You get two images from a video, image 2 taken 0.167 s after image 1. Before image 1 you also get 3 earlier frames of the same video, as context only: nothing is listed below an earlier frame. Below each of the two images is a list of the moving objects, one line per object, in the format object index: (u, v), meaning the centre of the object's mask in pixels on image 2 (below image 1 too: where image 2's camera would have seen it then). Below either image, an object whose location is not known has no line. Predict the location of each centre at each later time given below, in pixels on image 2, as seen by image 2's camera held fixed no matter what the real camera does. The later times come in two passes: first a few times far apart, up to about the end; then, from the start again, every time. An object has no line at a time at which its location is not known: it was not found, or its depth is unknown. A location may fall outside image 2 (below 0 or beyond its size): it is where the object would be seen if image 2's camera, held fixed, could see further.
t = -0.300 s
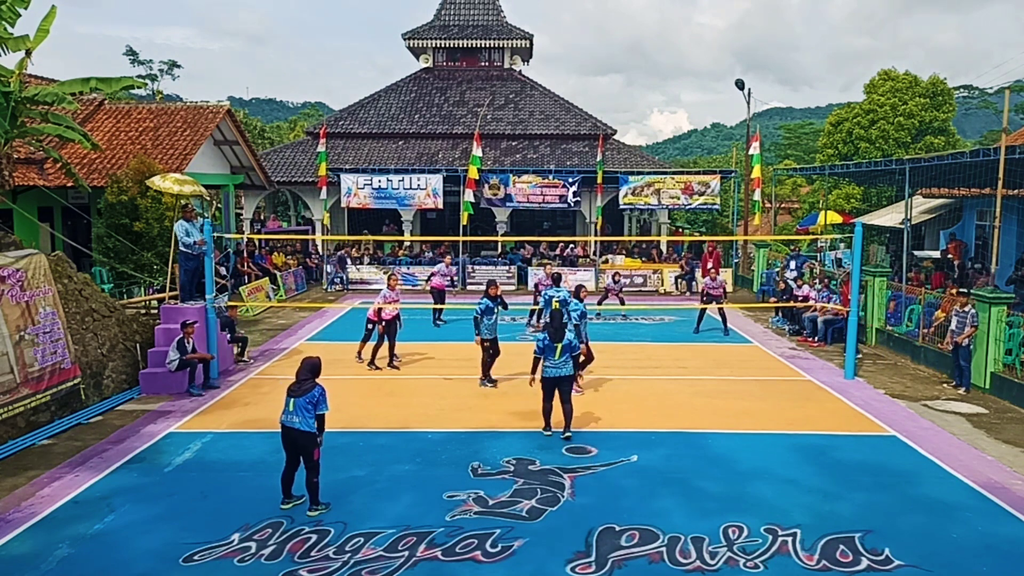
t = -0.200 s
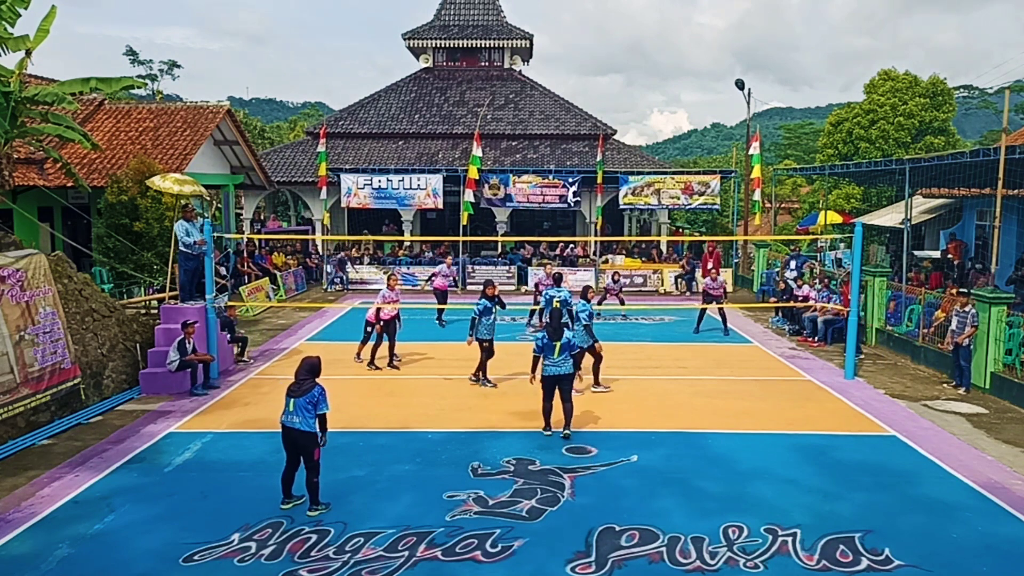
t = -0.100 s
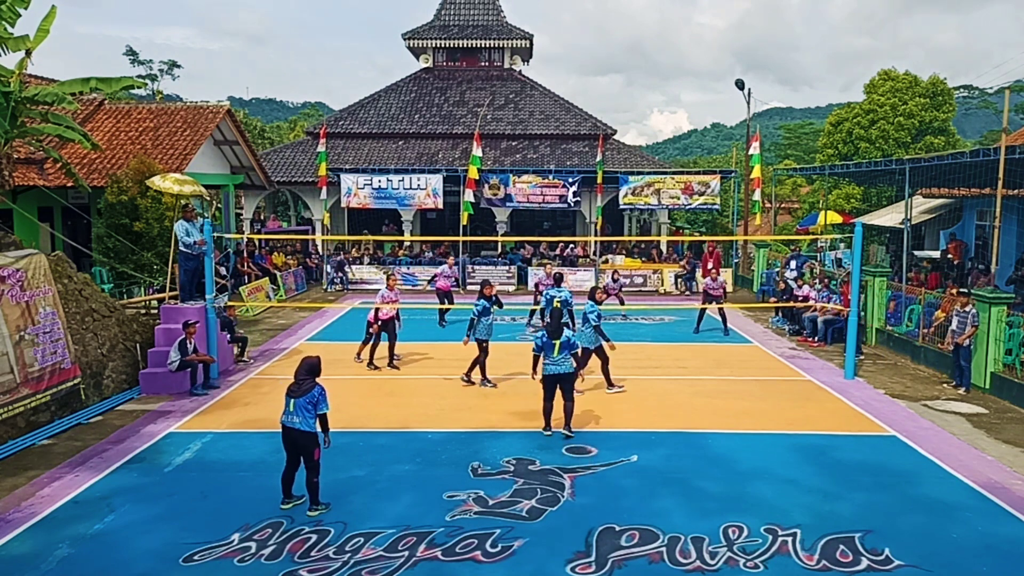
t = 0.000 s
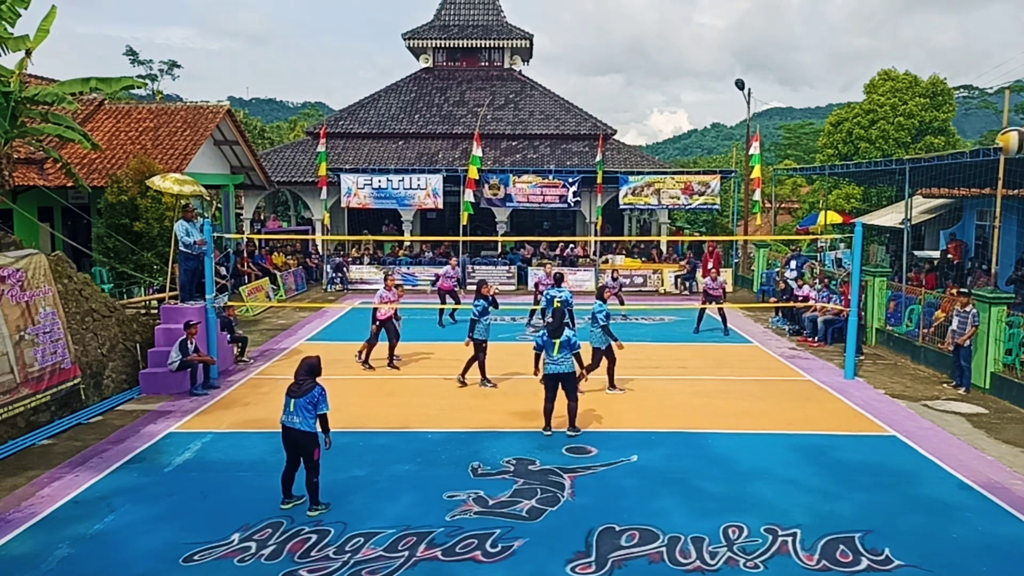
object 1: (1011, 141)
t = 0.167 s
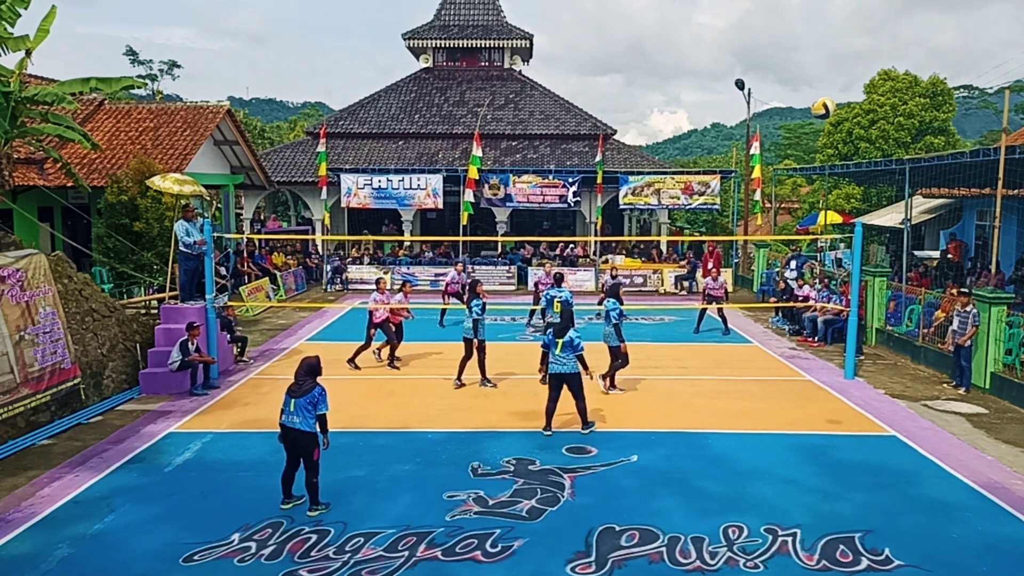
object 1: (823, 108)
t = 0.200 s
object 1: (797, 107)
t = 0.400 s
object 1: (681, 117)
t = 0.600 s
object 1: (609, 146)
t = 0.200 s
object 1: (797, 107)
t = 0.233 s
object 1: (774, 107)
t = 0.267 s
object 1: (752, 108)
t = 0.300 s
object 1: (732, 109)
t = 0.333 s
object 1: (713, 111)
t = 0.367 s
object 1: (696, 113)
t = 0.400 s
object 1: (681, 117)
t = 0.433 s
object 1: (666, 120)
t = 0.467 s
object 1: (652, 124)
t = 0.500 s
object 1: (640, 129)
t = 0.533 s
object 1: (629, 134)
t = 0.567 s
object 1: (619, 140)
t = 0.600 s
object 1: (609, 146)
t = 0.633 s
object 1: (600, 152)
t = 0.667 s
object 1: (591, 158)
